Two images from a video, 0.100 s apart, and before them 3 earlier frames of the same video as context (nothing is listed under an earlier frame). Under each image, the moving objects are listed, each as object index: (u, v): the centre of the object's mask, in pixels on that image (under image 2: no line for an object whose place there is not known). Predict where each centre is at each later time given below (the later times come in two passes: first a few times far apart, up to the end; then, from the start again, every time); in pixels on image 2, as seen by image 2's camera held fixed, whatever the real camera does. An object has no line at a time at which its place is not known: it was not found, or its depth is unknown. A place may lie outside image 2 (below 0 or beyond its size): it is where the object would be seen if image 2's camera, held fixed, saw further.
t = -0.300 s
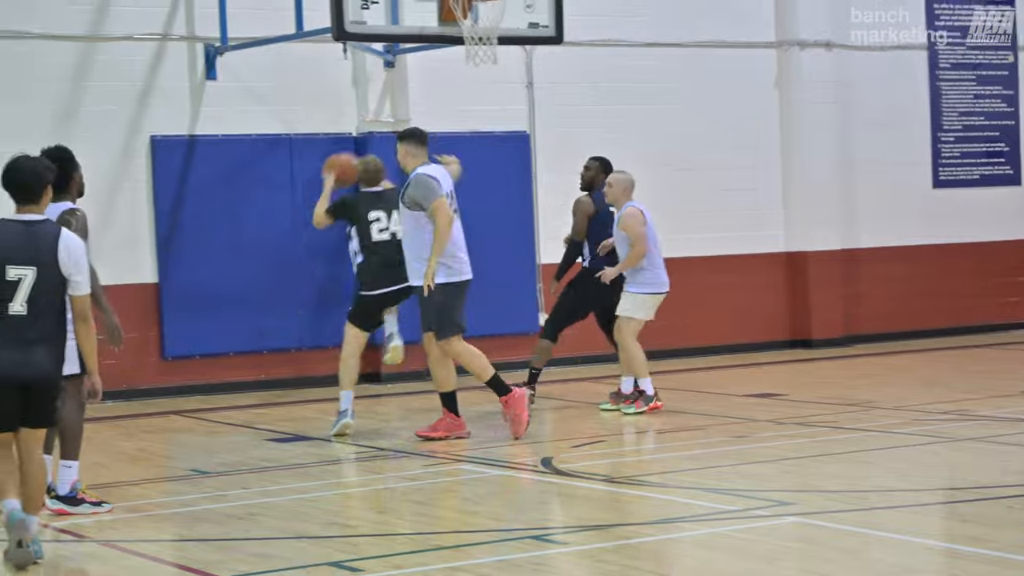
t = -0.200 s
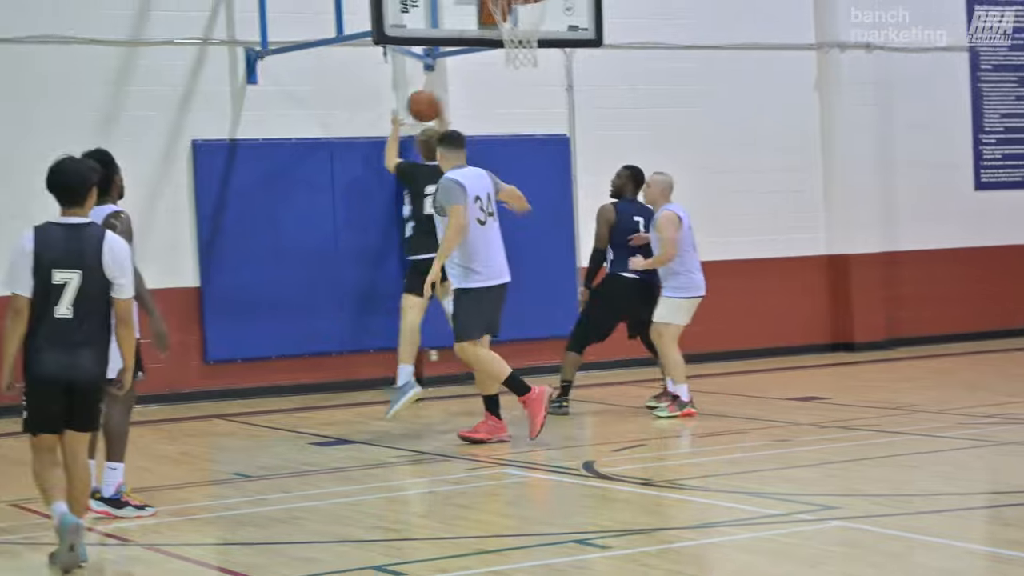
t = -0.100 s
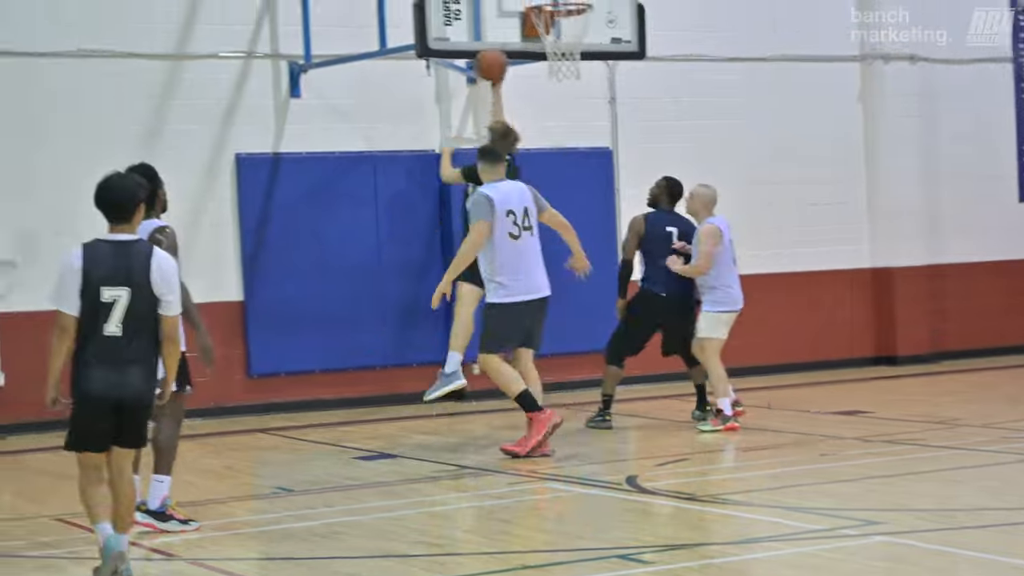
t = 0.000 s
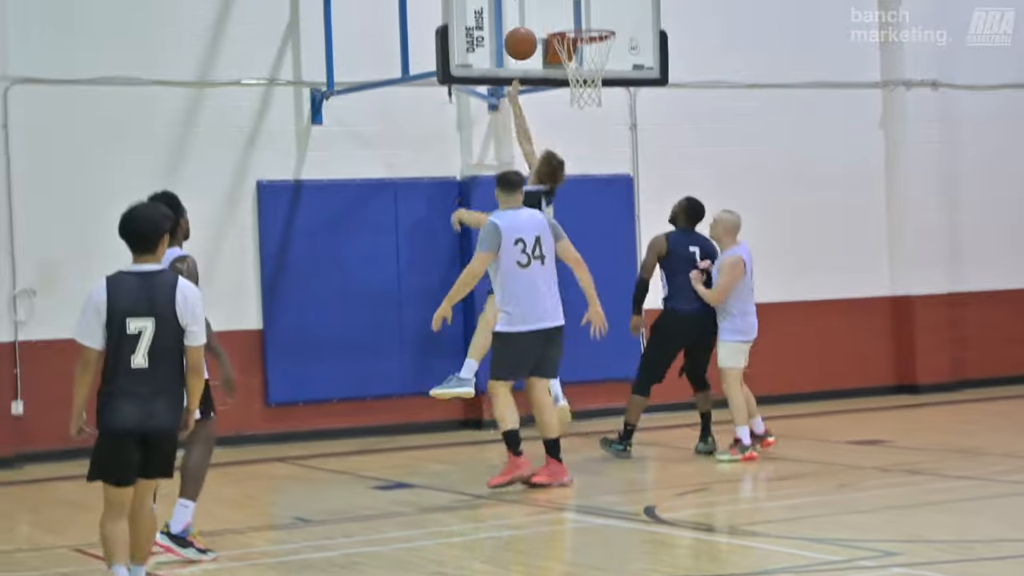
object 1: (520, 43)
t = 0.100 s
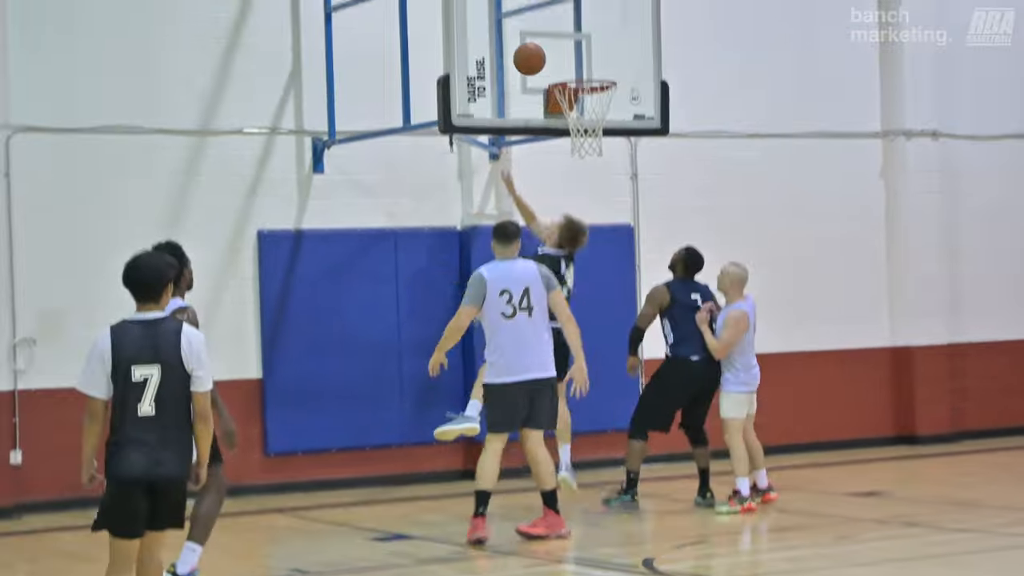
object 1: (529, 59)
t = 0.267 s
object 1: (543, 32)
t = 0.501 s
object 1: (577, 49)
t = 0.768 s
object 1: (615, 55)
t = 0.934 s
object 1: (639, 80)
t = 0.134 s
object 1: (532, 50)
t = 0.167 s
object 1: (534, 43)
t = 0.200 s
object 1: (537, 38)
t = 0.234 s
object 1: (540, 34)
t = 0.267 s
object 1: (543, 32)
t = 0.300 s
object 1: (546, 31)
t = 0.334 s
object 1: (549, 31)
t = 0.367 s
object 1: (554, 32)
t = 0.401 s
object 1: (559, 35)
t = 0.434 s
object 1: (565, 38)
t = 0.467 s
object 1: (571, 43)
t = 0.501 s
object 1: (577, 49)
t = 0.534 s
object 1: (582, 58)
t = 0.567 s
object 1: (588, 67)
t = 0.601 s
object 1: (593, 67)
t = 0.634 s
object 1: (598, 62)
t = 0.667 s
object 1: (602, 58)
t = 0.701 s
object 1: (606, 56)
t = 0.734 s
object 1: (610, 55)
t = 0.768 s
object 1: (615, 55)
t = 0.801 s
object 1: (620, 57)
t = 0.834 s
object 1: (624, 60)
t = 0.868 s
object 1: (629, 65)
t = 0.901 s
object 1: (634, 72)
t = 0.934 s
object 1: (639, 80)
